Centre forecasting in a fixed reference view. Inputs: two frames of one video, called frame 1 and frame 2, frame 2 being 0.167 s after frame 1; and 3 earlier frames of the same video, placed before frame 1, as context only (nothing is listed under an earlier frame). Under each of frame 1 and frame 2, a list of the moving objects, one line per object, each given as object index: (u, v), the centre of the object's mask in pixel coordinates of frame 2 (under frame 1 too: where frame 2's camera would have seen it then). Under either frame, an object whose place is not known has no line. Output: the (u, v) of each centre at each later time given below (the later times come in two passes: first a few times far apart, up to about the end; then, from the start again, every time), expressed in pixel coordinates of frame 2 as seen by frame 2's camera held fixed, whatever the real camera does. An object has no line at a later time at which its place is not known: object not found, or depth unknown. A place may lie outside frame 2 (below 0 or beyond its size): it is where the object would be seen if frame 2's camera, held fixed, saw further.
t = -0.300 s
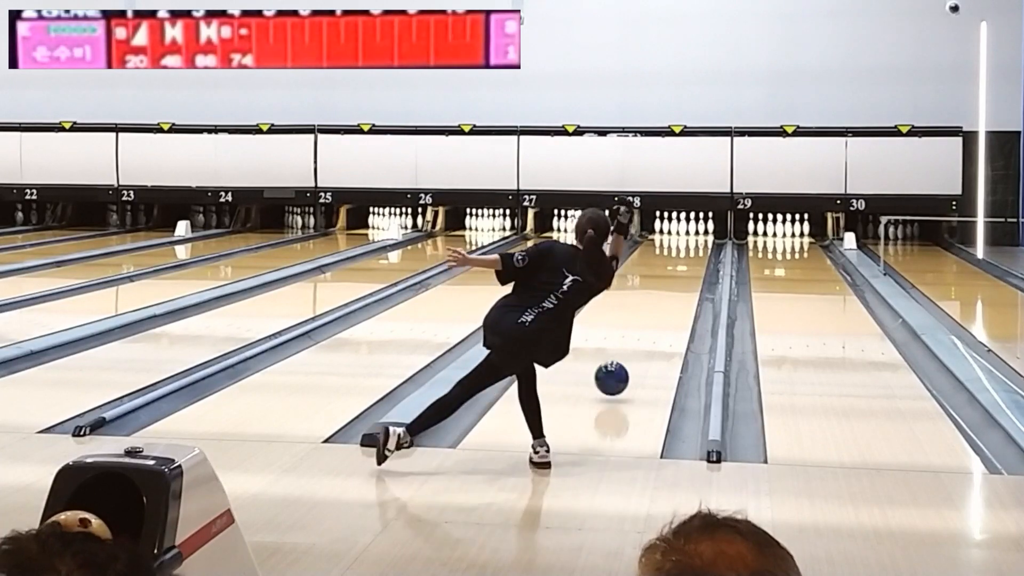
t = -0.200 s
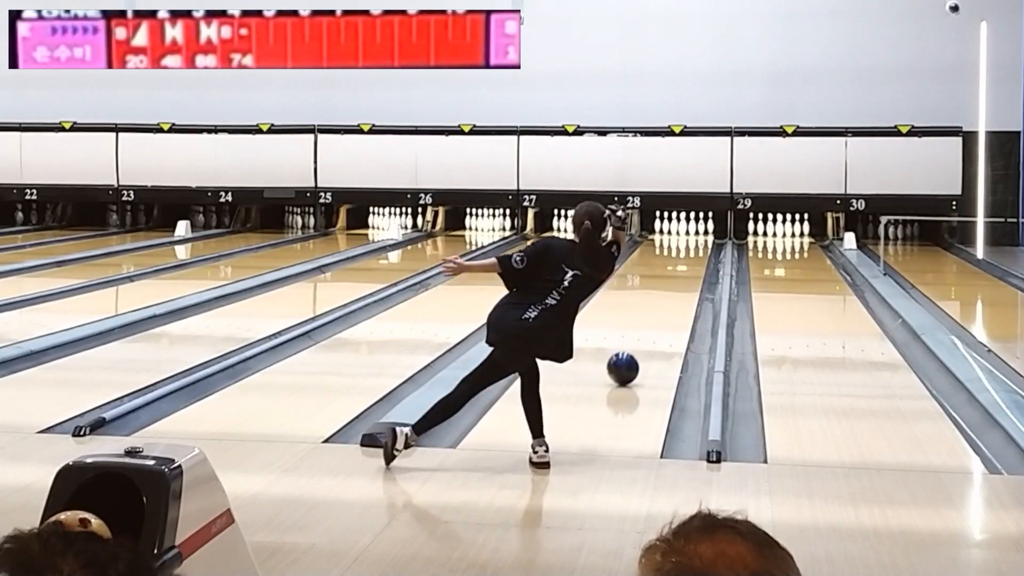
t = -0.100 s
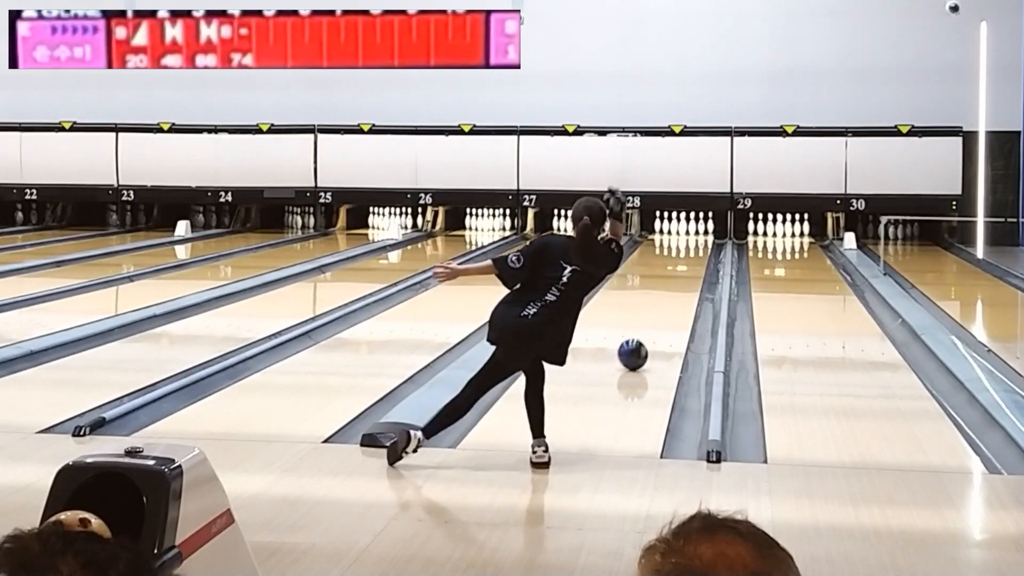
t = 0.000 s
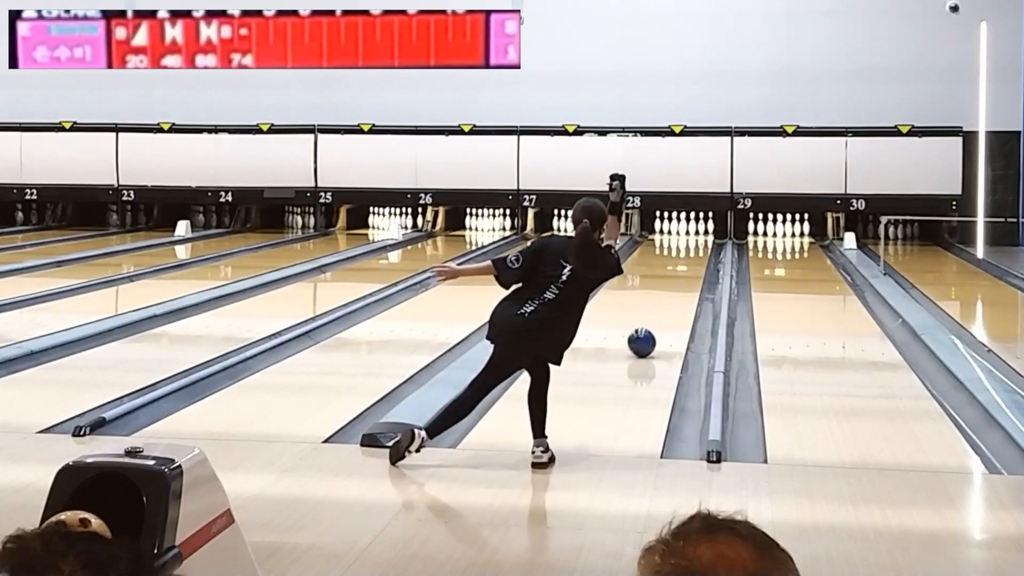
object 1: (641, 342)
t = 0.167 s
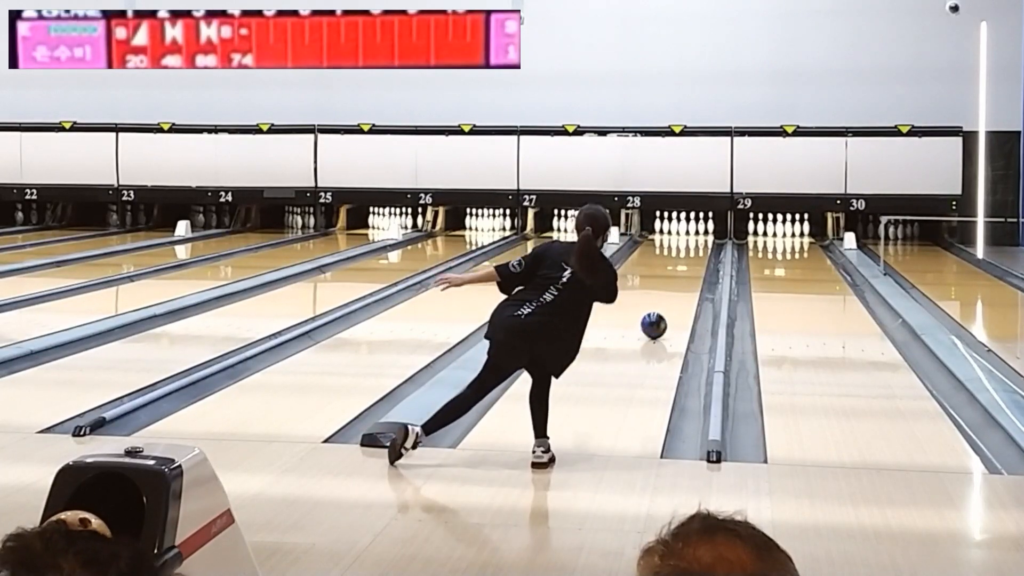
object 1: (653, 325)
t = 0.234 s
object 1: (658, 320)
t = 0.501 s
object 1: (672, 299)
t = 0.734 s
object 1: (681, 284)
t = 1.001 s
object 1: (688, 271)
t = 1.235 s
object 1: (693, 261)
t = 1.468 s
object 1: (695, 253)
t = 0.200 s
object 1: (656, 322)
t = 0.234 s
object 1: (658, 320)
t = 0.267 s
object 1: (660, 317)
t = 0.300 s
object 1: (662, 314)
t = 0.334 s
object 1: (664, 311)
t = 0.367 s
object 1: (665, 309)
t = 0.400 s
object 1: (667, 306)
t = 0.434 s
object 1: (669, 303)
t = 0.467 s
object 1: (670, 301)
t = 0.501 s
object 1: (672, 299)
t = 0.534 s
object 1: (673, 297)
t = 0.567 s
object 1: (675, 294)
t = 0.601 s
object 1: (676, 292)
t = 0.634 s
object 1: (677, 290)
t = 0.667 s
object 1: (678, 288)
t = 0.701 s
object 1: (680, 286)
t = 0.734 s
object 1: (681, 284)
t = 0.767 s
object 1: (682, 283)
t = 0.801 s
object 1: (683, 281)
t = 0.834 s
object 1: (684, 279)
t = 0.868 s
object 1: (685, 277)
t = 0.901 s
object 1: (686, 276)
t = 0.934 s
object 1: (687, 274)
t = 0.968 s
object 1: (688, 273)
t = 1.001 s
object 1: (688, 271)
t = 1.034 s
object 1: (689, 270)
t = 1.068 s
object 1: (690, 268)
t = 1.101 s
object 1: (691, 267)
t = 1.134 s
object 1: (691, 265)
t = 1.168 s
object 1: (692, 264)
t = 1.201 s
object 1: (692, 262)
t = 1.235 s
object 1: (693, 261)
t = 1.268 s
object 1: (693, 260)
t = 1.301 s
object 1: (694, 259)
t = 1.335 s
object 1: (694, 258)
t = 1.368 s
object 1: (695, 256)
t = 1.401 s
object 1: (695, 255)
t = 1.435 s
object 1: (695, 254)
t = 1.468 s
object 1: (695, 253)
